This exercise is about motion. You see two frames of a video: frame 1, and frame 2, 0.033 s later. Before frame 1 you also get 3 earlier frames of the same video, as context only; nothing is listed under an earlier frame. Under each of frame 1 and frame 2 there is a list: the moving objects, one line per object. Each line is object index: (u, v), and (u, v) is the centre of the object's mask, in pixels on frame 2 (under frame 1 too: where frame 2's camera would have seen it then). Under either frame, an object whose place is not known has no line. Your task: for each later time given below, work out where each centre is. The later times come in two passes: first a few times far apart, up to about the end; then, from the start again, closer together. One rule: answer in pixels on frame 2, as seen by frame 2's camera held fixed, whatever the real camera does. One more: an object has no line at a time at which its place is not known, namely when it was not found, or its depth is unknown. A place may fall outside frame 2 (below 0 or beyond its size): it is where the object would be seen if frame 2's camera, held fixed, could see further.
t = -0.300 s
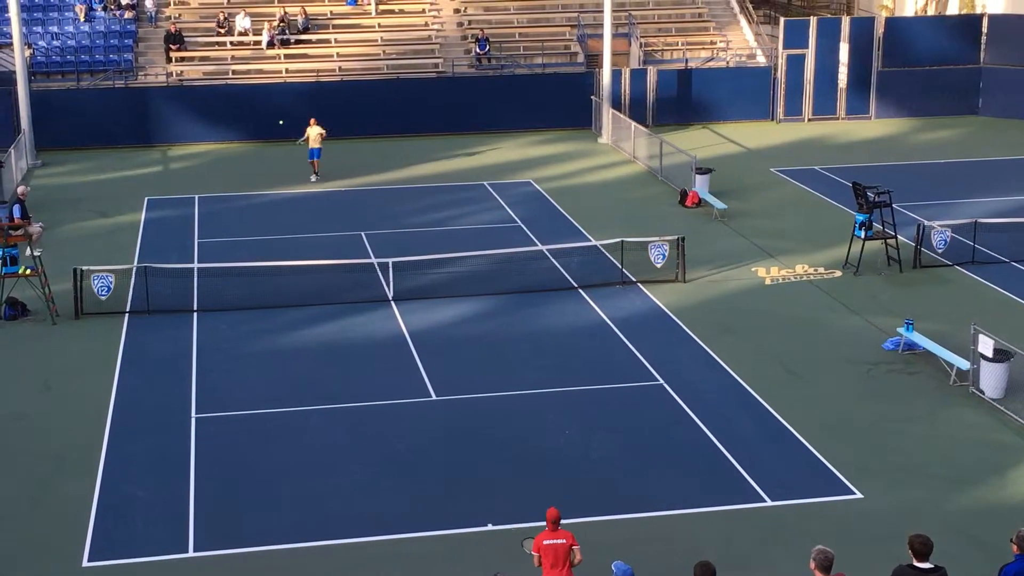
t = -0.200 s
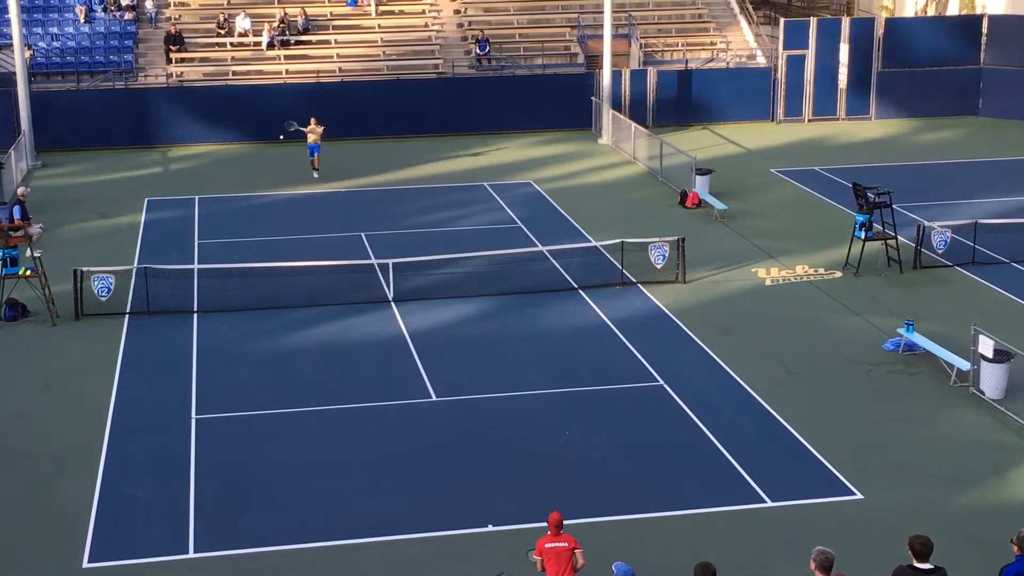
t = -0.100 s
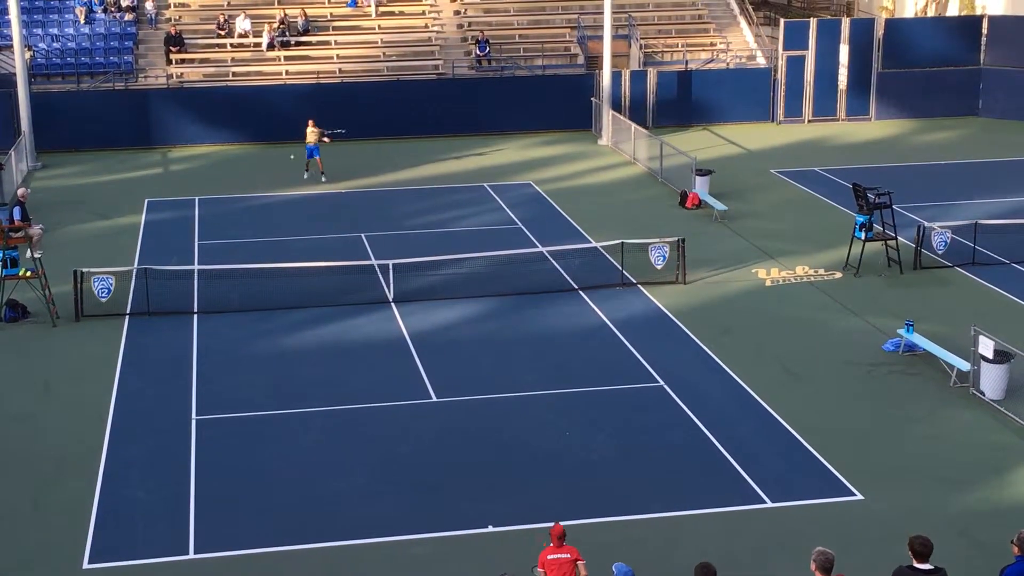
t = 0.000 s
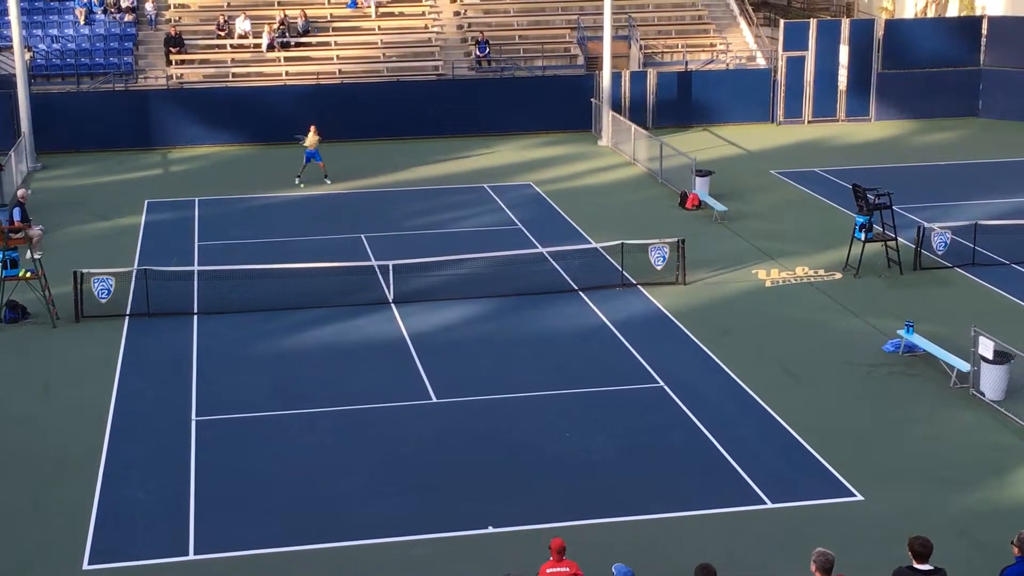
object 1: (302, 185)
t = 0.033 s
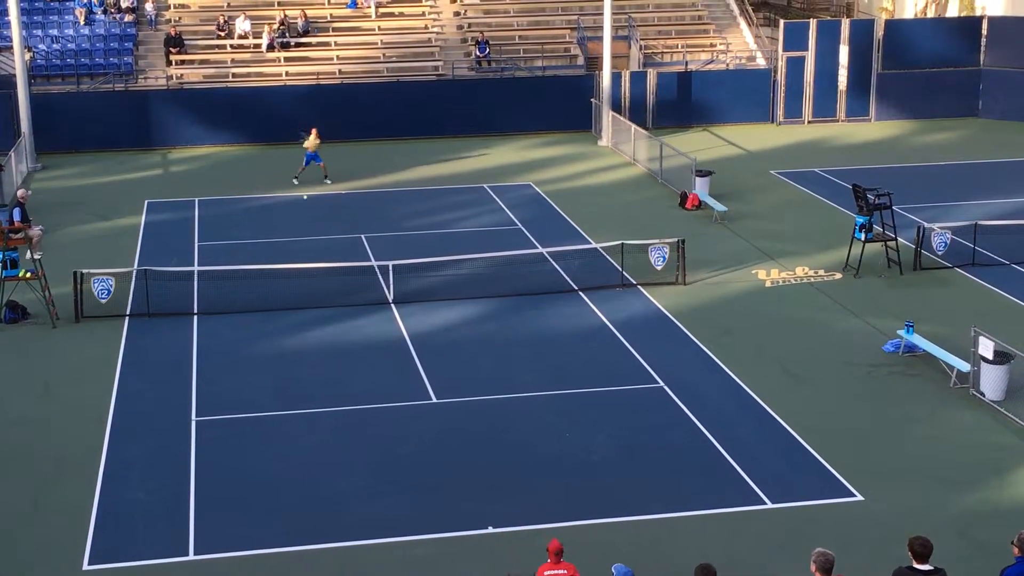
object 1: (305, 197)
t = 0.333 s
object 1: (336, 355)
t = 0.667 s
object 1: (371, 413)
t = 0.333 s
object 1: (336, 355)
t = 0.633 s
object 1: (367, 407)
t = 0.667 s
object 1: (371, 413)
